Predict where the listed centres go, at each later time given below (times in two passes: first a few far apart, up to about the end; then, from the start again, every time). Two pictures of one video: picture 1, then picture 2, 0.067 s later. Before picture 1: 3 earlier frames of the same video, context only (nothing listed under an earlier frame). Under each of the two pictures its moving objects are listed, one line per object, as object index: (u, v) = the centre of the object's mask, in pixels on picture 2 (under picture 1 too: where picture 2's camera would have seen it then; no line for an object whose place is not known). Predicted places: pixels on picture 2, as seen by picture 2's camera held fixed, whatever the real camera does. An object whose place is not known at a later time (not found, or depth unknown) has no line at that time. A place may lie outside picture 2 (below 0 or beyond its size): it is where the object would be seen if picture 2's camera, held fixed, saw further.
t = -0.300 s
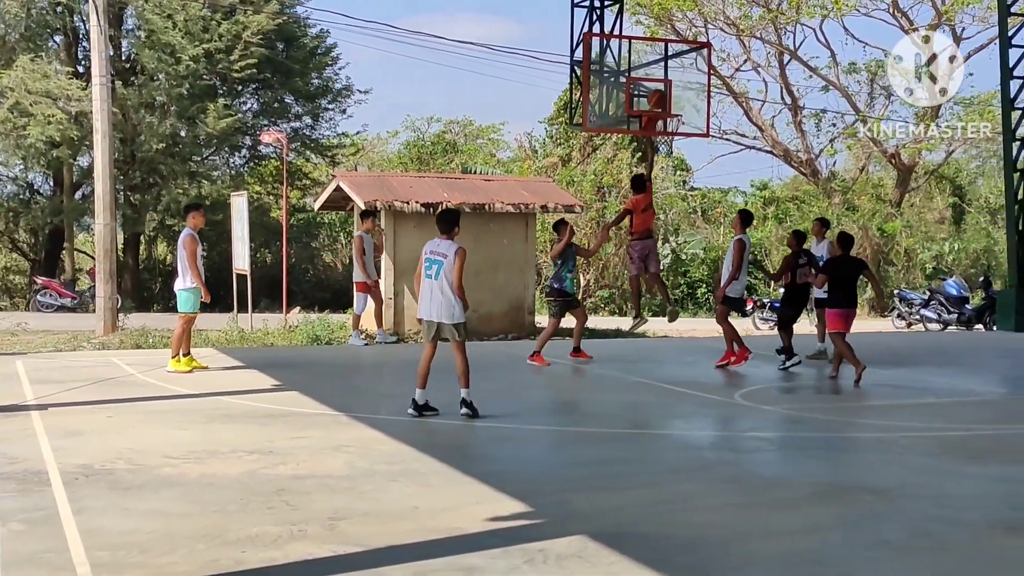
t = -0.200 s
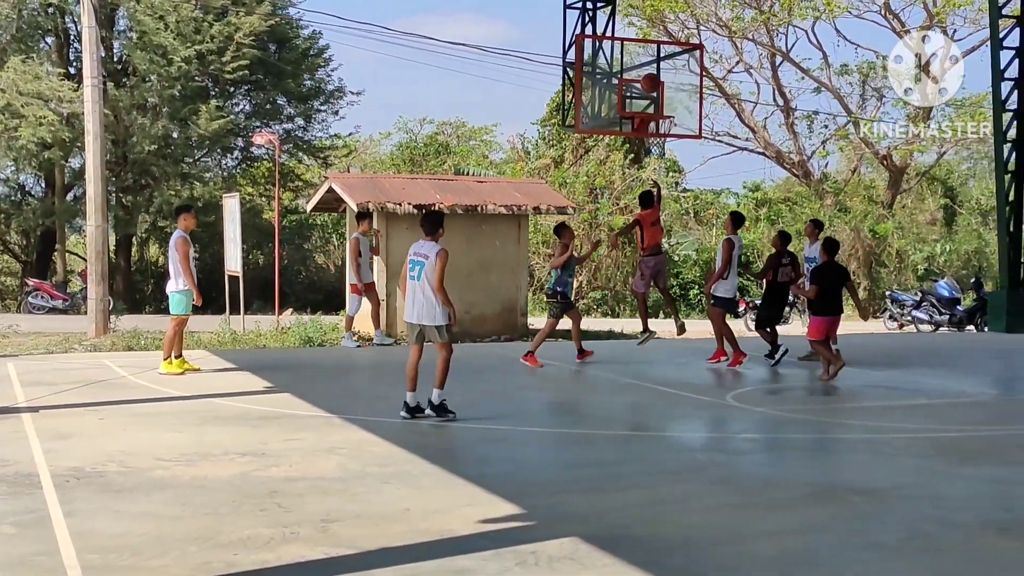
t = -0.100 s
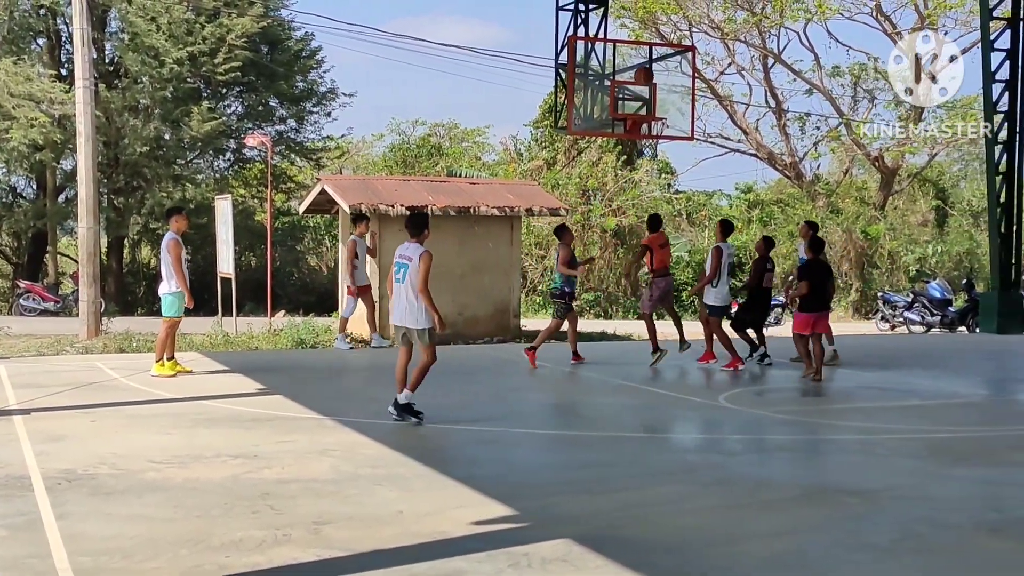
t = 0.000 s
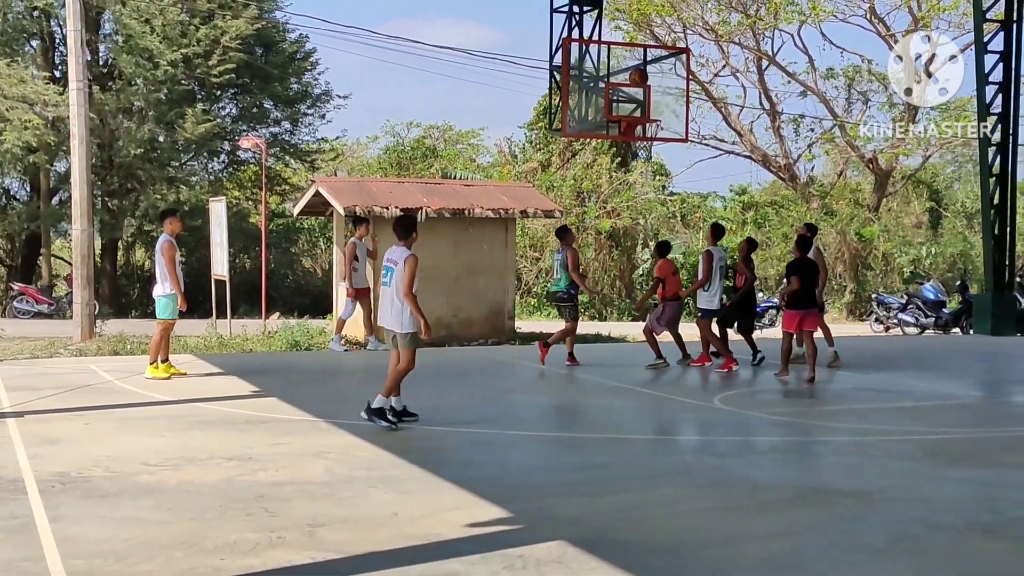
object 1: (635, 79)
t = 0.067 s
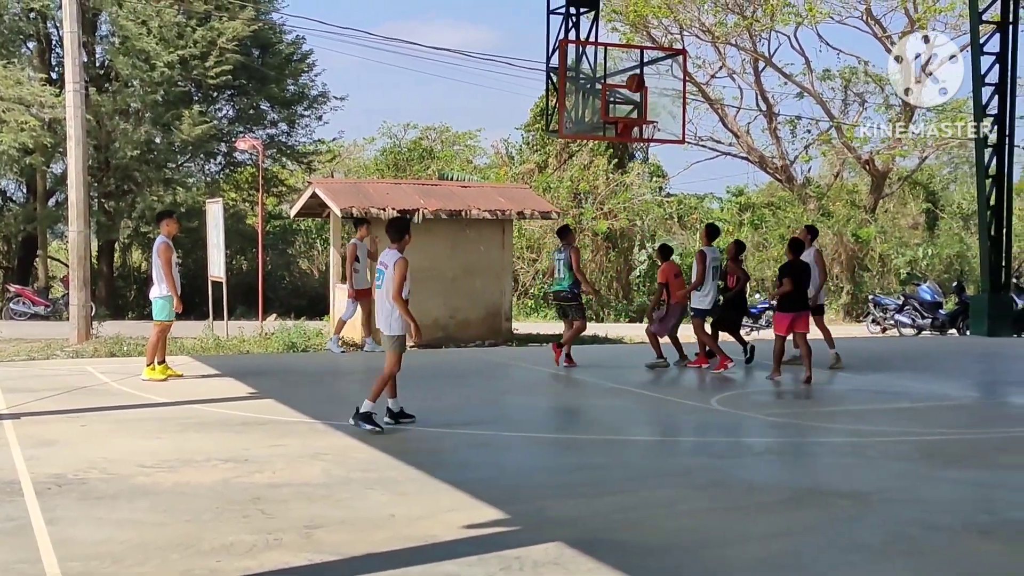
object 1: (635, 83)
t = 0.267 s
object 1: (637, 111)
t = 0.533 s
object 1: (659, 87)
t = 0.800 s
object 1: (679, 111)
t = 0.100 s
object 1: (635, 86)
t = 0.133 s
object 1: (635, 91)
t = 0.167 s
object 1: (635, 95)
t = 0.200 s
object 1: (635, 101)
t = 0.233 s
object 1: (636, 108)
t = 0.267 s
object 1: (637, 111)
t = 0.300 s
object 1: (640, 105)
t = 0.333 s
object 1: (643, 100)
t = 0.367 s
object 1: (646, 95)
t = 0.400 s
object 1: (648, 92)
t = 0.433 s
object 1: (651, 90)
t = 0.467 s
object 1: (653, 88)
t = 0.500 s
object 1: (656, 87)
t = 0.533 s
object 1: (659, 87)
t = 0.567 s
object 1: (661, 87)
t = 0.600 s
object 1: (664, 88)
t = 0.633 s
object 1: (667, 90)
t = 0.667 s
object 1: (669, 92)
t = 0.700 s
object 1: (672, 96)
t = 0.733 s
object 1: (674, 100)
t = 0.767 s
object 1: (676, 105)
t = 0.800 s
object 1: (679, 111)
